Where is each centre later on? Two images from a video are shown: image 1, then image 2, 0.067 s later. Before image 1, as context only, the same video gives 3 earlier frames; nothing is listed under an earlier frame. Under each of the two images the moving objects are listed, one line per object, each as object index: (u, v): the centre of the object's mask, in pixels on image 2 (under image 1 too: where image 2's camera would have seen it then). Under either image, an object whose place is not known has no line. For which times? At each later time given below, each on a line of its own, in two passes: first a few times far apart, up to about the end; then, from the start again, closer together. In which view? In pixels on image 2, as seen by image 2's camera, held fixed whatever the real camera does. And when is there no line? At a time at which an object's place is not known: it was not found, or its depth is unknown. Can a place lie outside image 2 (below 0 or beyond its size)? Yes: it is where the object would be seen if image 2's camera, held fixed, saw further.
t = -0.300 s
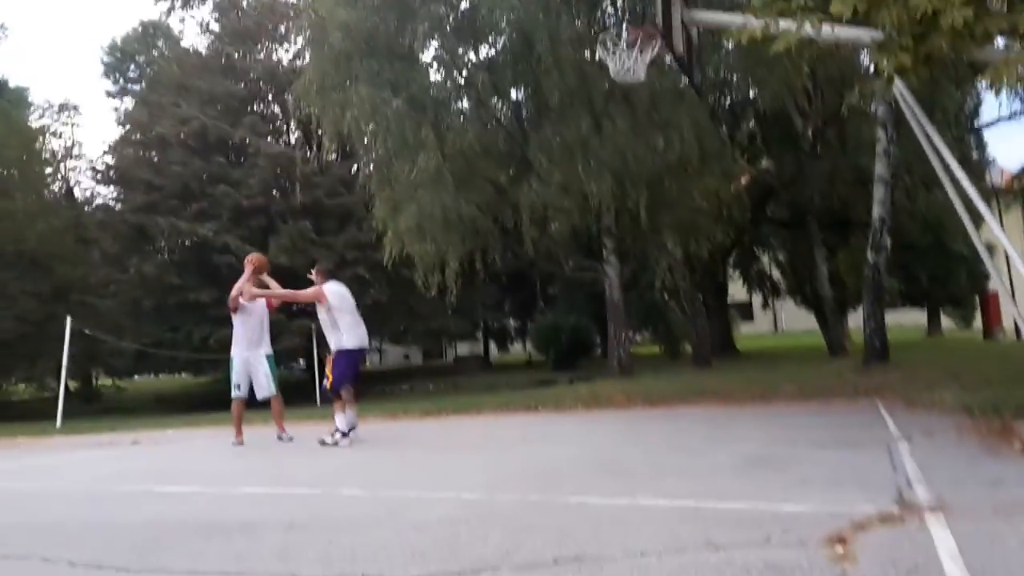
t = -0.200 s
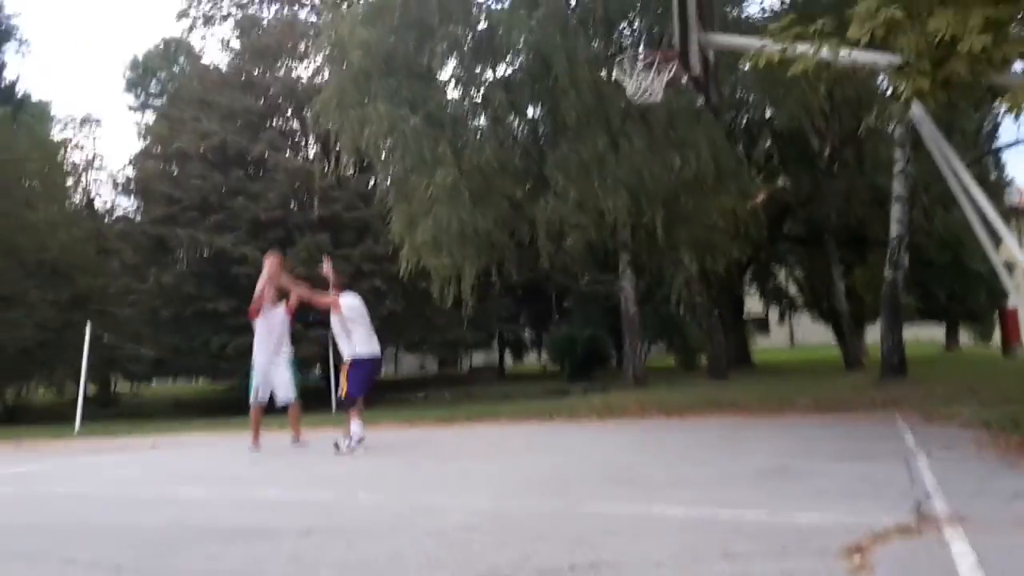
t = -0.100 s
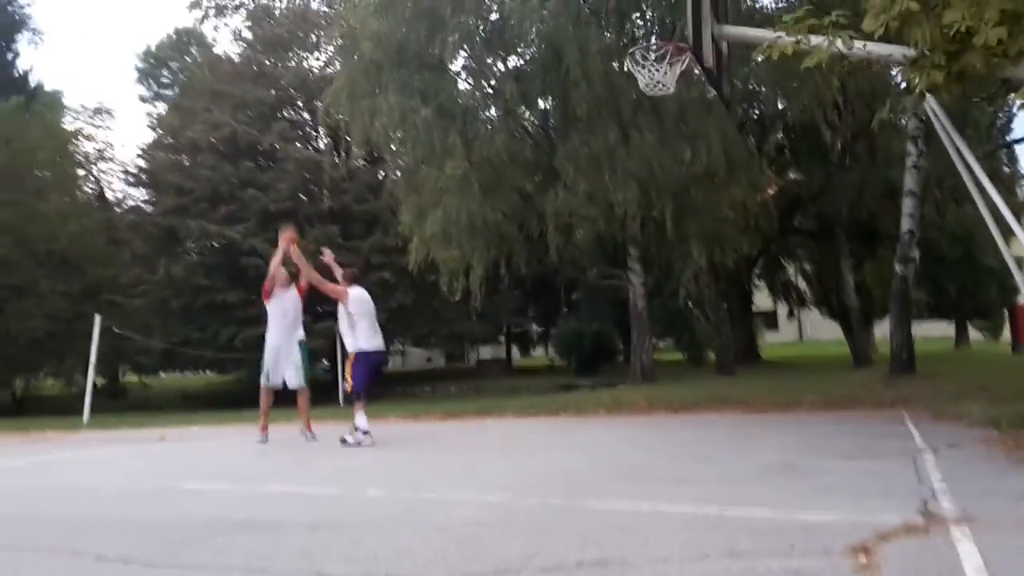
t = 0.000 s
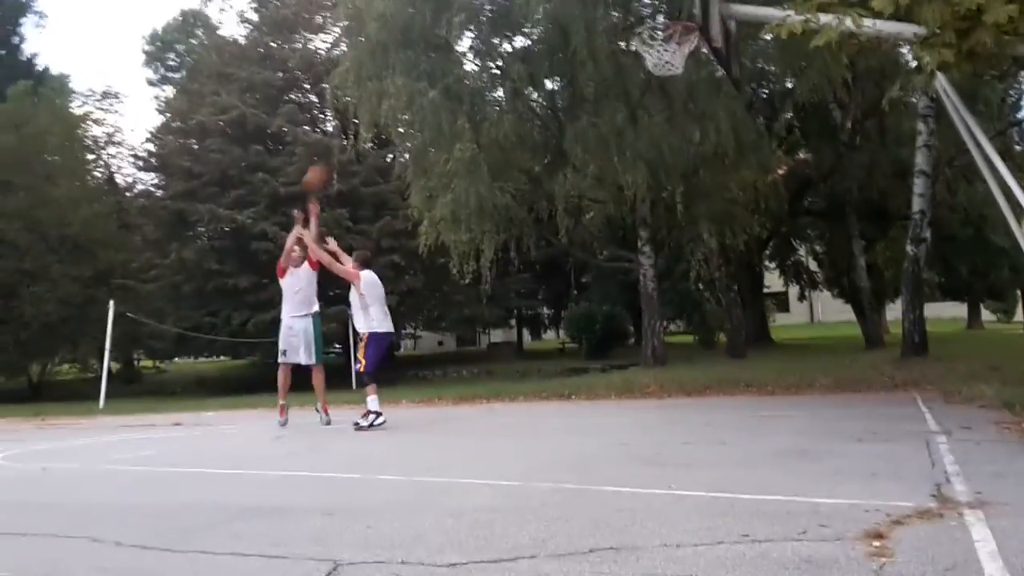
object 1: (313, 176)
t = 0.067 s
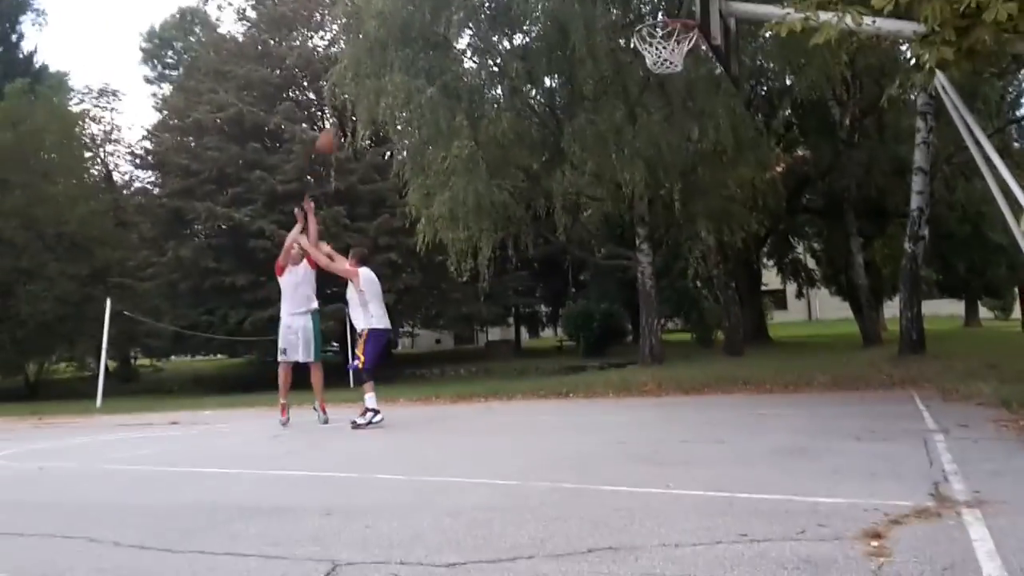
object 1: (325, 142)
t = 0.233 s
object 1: (370, 66)
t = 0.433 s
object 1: (428, 2)
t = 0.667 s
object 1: (500, -30)
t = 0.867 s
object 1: (581, -16)
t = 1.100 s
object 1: (675, 12)
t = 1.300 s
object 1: (668, -15)
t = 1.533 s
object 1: (614, 6)
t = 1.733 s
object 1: (571, 78)
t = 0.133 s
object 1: (345, 109)
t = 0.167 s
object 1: (351, 93)
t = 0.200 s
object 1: (360, 79)
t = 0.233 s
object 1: (370, 66)
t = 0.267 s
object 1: (380, 54)
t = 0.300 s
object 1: (387, 41)
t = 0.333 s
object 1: (397, 31)
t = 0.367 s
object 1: (407, 19)
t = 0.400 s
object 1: (418, 9)
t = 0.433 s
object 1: (428, 2)
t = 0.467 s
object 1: (437, -5)
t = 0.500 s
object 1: (447, -12)
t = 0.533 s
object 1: (456, -19)
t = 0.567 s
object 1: (470, -21)
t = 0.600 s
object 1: (478, -28)
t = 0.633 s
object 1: (491, -27)
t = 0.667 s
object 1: (500, -30)
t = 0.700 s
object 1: (515, -31)
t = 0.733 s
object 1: (528, -30)
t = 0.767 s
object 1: (540, -28)
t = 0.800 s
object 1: (547, -28)
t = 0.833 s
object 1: (565, -22)
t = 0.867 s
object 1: (581, -16)
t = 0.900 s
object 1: (595, -9)
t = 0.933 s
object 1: (608, 0)
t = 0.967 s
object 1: (626, 9)
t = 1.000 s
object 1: (639, 19)
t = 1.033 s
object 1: (652, 20)
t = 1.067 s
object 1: (662, 17)
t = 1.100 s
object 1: (675, 12)
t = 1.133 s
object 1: (681, 9)
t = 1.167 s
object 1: (686, 6)
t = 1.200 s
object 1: (685, -1)
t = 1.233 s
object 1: (681, -7)
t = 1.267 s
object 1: (676, -11)
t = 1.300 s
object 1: (668, -15)
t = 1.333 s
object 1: (661, -16)
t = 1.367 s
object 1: (652, -15)
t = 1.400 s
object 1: (644, -14)
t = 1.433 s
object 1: (636, -10)
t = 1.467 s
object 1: (628, -6)
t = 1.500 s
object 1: (621, -1)
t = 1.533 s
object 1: (614, 6)
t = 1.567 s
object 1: (606, 13)
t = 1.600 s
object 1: (599, 24)
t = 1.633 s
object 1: (592, 37)
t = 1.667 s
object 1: (584, 49)
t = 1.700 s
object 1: (577, 63)
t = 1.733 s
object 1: (571, 78)
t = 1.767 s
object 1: (563, 97)
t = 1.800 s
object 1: (556, 115)
